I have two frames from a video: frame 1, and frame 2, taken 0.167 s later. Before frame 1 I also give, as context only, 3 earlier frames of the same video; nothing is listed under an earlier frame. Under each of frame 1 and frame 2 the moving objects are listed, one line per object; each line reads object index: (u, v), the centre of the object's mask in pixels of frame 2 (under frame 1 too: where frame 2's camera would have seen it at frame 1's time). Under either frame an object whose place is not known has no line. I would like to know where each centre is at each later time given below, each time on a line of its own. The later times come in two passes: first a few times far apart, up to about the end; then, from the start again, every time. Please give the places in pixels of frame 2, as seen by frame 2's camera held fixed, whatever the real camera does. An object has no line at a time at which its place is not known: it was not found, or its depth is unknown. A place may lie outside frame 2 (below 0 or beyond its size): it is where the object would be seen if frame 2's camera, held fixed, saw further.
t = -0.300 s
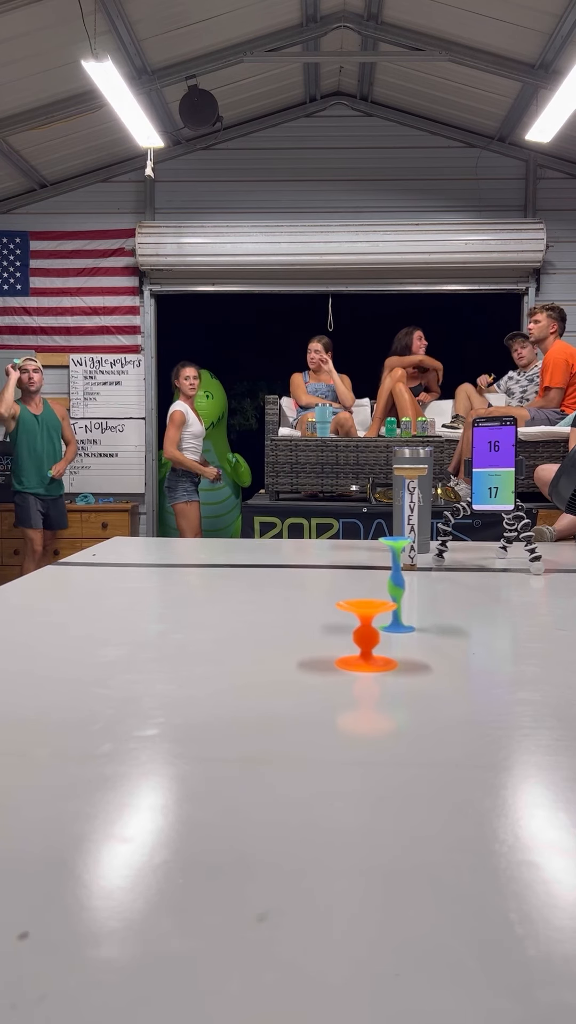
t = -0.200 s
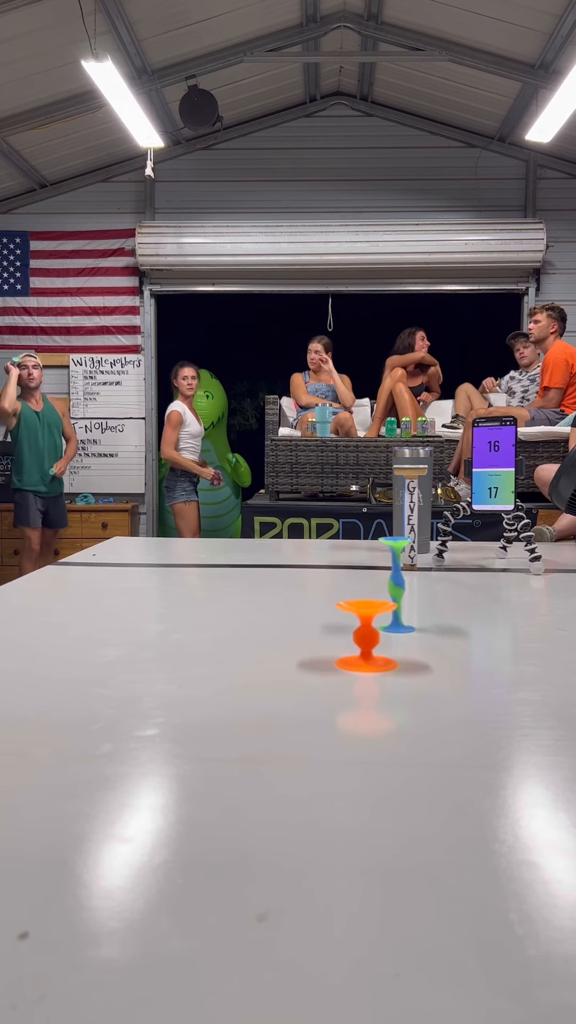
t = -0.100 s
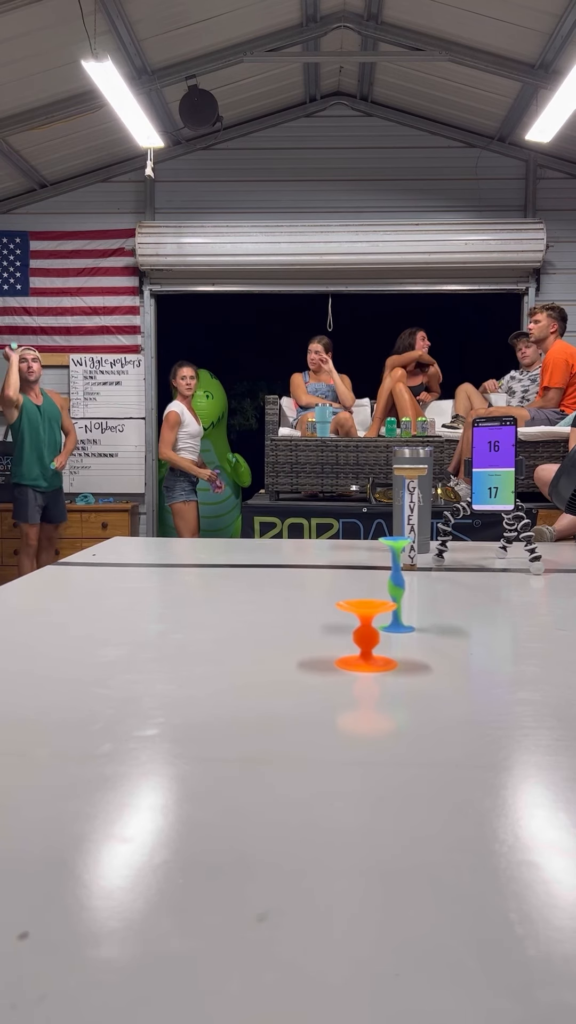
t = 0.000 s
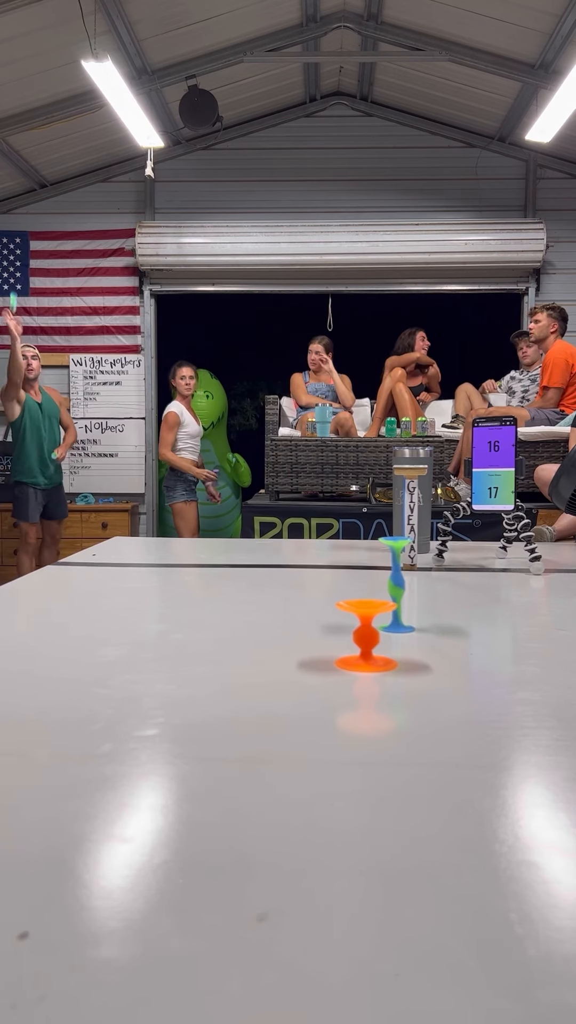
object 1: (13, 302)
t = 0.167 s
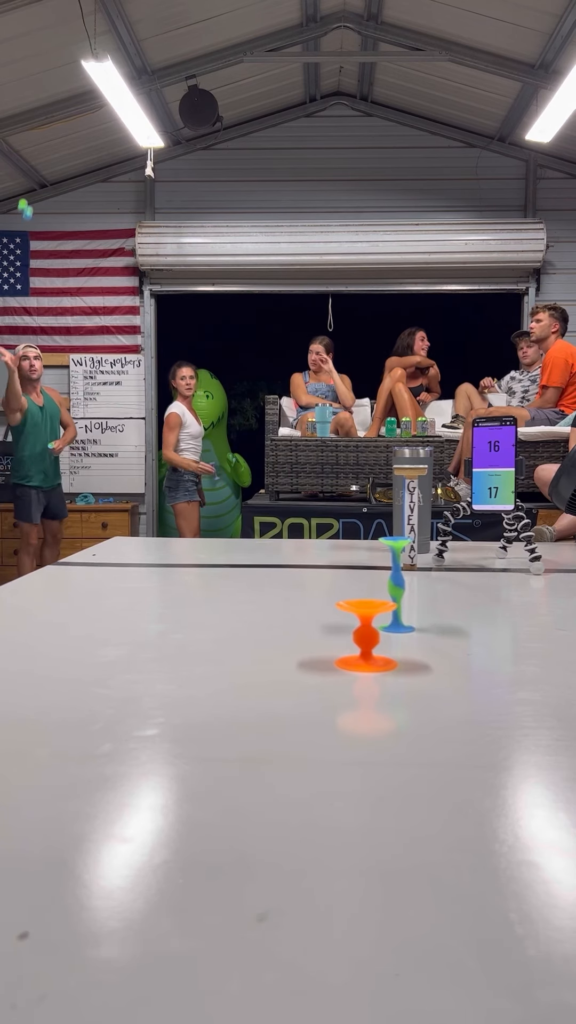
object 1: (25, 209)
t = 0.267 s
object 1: (37, 165)
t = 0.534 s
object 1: (107, 152)
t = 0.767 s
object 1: (316, 620)
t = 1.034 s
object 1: (314, 618)
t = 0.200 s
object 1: (29, 193)
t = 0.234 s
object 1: (33, 178)
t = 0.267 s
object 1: (37, 165)
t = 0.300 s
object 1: (42, 153)
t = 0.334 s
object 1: (48, 142)
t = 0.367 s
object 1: (55, 134)
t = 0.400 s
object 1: (62, 129)
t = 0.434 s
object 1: (71, 128)
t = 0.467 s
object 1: (82, 130)
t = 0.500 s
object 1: (93, 137)
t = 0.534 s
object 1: (107, 152)
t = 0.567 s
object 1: (123, 174)
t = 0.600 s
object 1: (139, 202)
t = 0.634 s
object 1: (165, 252)
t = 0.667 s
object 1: (193, 319)
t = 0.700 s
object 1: (228, 407)
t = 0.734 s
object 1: (269, 509)
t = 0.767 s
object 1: (316, 620)
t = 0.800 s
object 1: (327, 615)
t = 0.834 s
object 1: (313, 616)
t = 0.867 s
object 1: (296, 613)
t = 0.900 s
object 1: (294, 615)
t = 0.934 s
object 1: (306, 615)
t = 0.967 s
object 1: (318, 618)
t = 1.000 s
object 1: (322, 617)
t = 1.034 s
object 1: (314, 618)
